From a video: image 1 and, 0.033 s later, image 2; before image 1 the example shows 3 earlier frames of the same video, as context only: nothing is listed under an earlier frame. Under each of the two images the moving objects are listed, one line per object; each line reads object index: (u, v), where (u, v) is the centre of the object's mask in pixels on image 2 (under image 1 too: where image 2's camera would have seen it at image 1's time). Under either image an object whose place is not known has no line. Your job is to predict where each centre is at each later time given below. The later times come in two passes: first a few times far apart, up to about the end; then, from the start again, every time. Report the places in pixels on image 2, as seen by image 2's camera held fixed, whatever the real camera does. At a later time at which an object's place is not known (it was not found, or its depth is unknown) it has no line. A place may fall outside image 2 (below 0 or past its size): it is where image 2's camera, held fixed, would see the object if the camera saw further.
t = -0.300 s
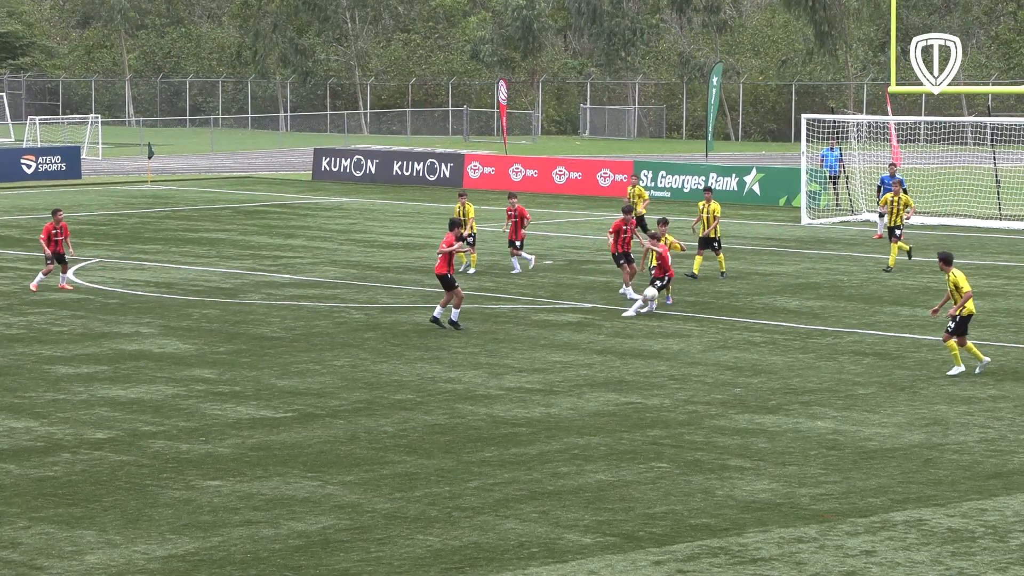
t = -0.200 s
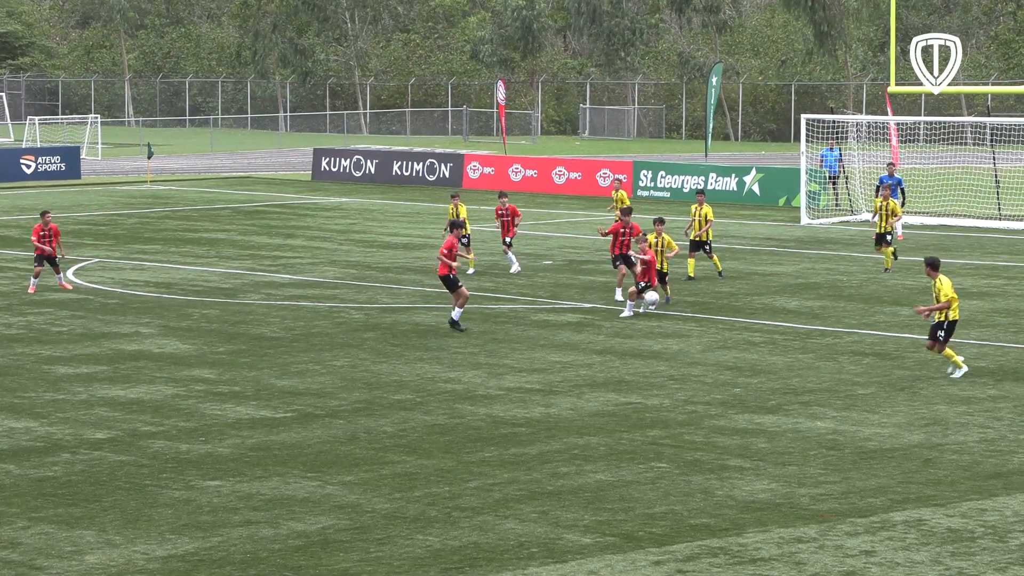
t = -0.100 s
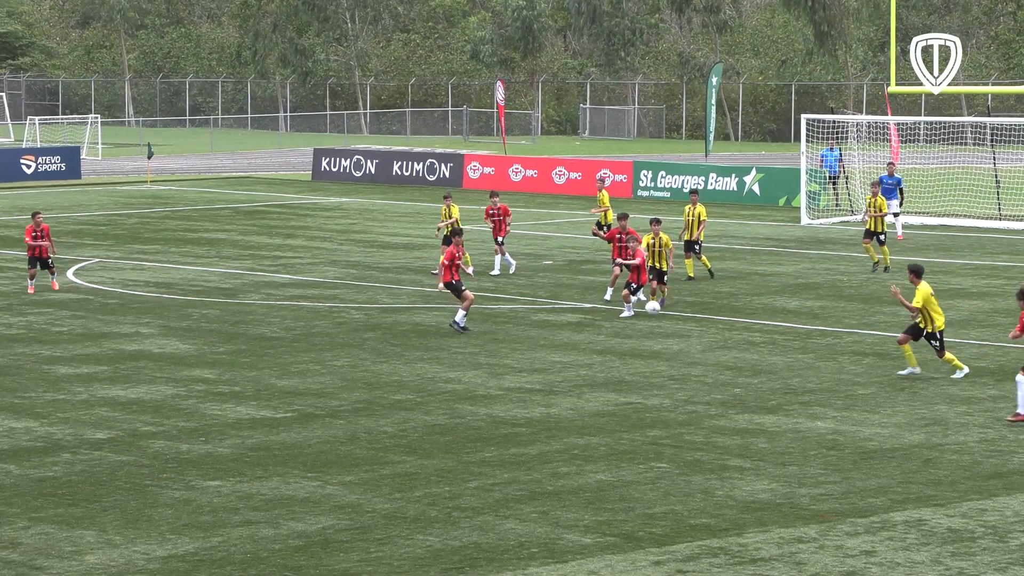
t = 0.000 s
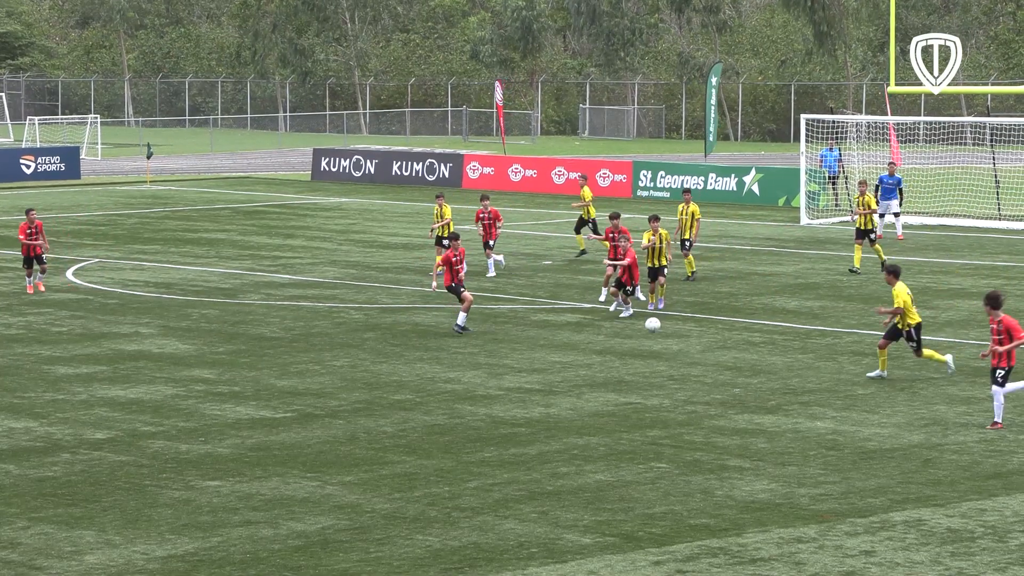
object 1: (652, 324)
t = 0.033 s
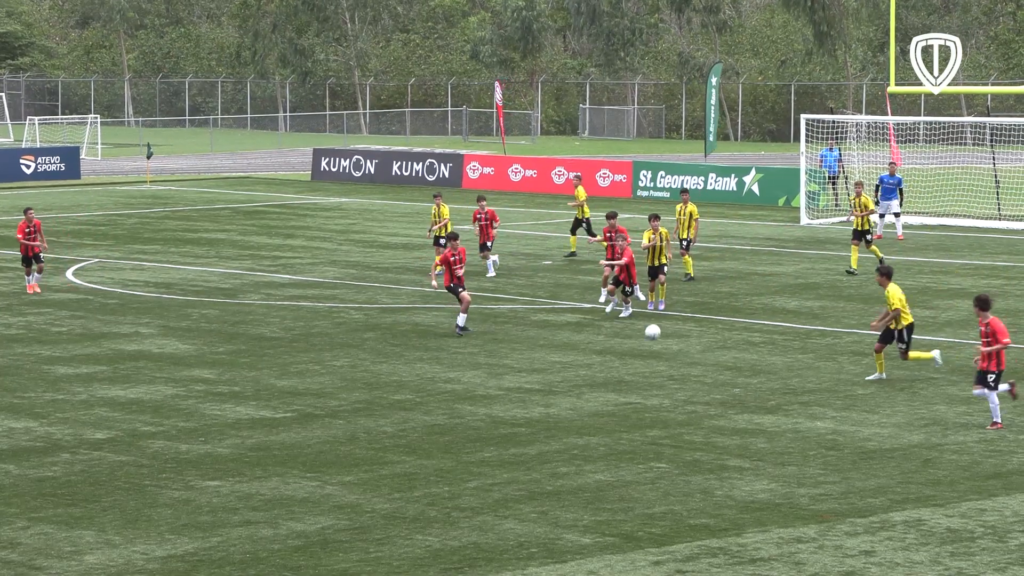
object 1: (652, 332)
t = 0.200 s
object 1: (653, 362)
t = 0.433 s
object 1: (653, 368)
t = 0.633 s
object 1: (652, 408)
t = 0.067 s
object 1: (653, 340)
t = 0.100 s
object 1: (653, 348)
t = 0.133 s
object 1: (653, 359)
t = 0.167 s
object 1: (653, 365)
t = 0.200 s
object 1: (653, 362)
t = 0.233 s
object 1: (653, 360)
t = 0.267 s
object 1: (653, 359)
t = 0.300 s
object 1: (653, 360)
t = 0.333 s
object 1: (653, 361)
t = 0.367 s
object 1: (653, 363)
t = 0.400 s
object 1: (653, 365)
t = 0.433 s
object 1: (653, 368)
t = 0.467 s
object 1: (653, 373)
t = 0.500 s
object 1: (653, 378)
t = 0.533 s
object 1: (652, 386)
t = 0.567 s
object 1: (652, 393)
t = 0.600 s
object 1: (652, 402)
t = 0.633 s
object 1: (652, 408)
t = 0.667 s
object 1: (652, 406)
